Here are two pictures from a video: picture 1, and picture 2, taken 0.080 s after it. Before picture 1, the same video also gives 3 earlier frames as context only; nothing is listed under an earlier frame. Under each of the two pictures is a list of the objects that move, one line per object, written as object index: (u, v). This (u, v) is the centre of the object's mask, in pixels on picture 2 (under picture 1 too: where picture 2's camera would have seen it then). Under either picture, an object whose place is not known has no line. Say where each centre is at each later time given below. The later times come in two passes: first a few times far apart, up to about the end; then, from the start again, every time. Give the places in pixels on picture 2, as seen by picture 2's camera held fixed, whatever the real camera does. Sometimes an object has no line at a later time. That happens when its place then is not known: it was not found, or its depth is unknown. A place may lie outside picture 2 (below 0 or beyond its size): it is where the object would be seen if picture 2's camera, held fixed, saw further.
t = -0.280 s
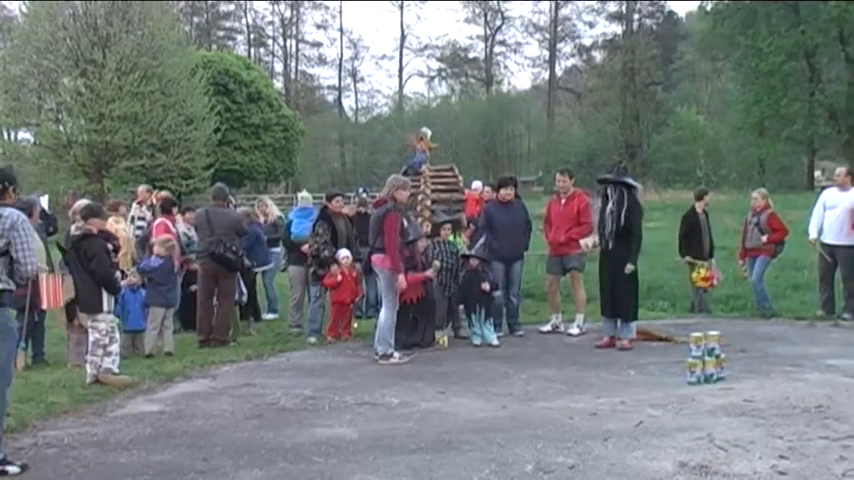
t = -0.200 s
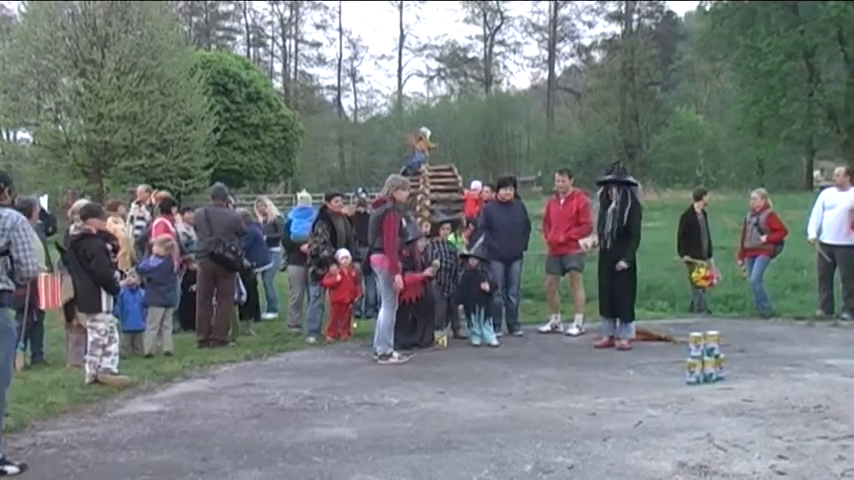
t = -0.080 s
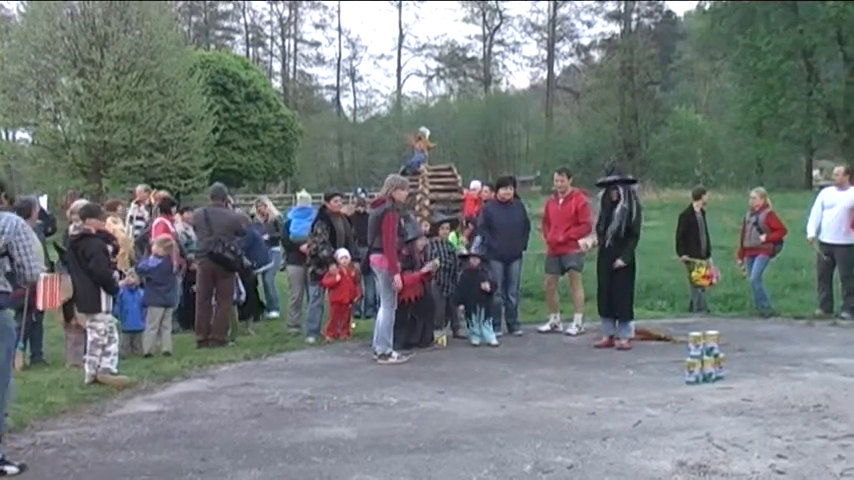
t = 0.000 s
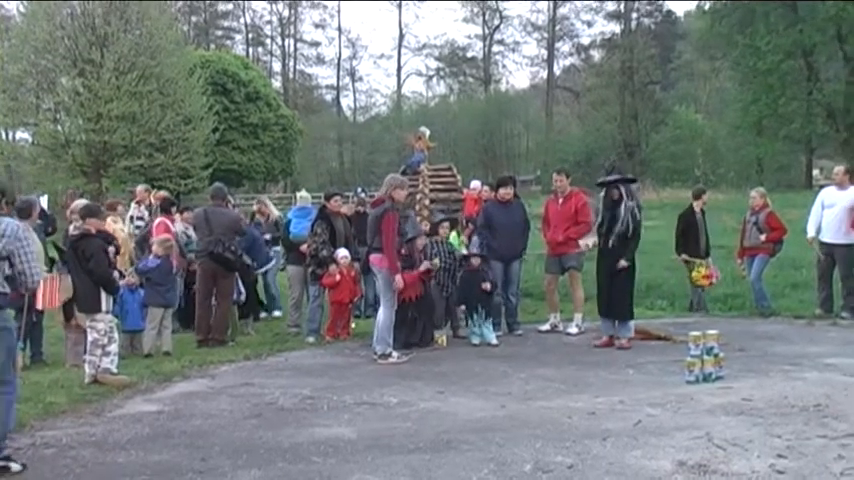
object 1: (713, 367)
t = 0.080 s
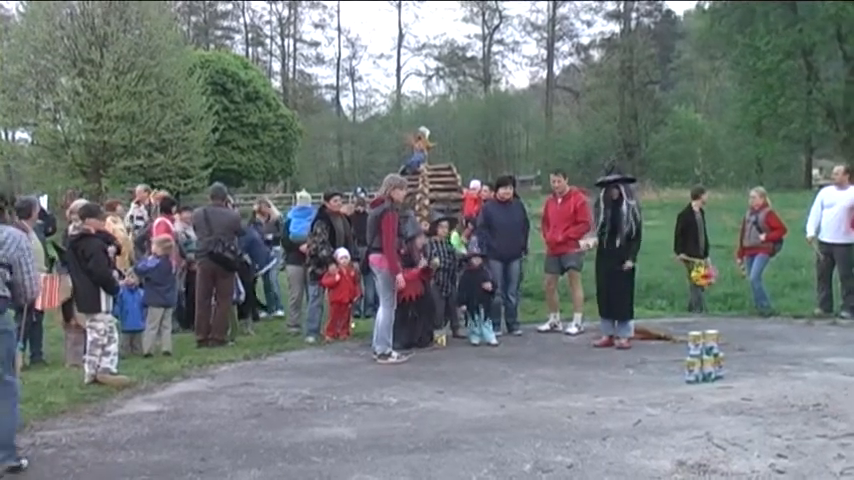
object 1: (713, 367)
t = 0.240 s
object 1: (713, 367)
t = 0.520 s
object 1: (741, 378)
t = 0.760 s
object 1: (745, 386)
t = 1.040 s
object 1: (746, 389)
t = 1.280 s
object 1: (751, 392)
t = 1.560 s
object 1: (755, 394)
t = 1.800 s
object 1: (756, 396)
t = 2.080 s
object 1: (757, 397)
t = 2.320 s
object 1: (758, 398)
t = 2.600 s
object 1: (757, 398)
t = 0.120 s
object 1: (713, 367)
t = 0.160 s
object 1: (713, 367)
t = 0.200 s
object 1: (713, 367)
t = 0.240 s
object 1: (713, 367)
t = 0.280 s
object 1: (714, 367)
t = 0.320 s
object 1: (717, 366)
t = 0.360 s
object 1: (723, 367)
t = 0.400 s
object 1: (727, 370)
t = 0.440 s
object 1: (734, 376)
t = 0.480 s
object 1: (738, 380)
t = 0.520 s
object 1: (741, 378)
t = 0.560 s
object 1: (743, 378)
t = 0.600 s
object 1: (745, 379)
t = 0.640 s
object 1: (745, 381)
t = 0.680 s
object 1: (746, 384)
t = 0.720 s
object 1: (746, 385)
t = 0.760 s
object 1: (745, 386)
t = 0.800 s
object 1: (744, 386)
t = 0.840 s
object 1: (744, 386)
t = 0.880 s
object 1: (744, 387)
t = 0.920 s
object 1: (744, 387)
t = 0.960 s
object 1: (744, 388)
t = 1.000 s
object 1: (745, 388)
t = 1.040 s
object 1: (746, 389)
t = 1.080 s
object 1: (747, 389)
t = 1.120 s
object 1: (748, 389)
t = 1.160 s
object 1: (749, 389)
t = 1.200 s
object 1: (749, 390)
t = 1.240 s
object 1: (750, 390)
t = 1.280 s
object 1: (751, 392)
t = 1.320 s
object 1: (752, 393)
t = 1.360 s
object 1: (753, 393)
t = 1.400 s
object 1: (753, 393)
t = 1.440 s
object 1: (753, 393)
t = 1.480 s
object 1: (754, 393)
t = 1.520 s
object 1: (754, 394)
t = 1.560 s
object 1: (755, 394)
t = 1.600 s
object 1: (755, 394)
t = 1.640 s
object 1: (756, 395)
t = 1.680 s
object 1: (755, 395)
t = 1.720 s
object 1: (756, 395)
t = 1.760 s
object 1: (756, 396)
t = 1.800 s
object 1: (756, 396)
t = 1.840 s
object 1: (756, 396)
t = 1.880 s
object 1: (756, 396)
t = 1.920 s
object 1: (757, 396)
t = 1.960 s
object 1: (756, 397)
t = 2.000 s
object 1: (757, 397)
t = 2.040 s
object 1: (757, 397)
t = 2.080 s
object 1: (757, 397)
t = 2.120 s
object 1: (757, 397)
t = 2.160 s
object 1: (757, 397)
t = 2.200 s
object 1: (757, 397)
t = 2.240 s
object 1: (757, 398)
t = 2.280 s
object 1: (757, 398)
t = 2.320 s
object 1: (758, 398)
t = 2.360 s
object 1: (758, 398)
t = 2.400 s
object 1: (758, 398)
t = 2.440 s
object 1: (757, 398)
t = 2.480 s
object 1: (757, 398)
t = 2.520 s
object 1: (757, 398)
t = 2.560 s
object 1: (757, 398)
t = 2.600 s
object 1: (757, 398)
